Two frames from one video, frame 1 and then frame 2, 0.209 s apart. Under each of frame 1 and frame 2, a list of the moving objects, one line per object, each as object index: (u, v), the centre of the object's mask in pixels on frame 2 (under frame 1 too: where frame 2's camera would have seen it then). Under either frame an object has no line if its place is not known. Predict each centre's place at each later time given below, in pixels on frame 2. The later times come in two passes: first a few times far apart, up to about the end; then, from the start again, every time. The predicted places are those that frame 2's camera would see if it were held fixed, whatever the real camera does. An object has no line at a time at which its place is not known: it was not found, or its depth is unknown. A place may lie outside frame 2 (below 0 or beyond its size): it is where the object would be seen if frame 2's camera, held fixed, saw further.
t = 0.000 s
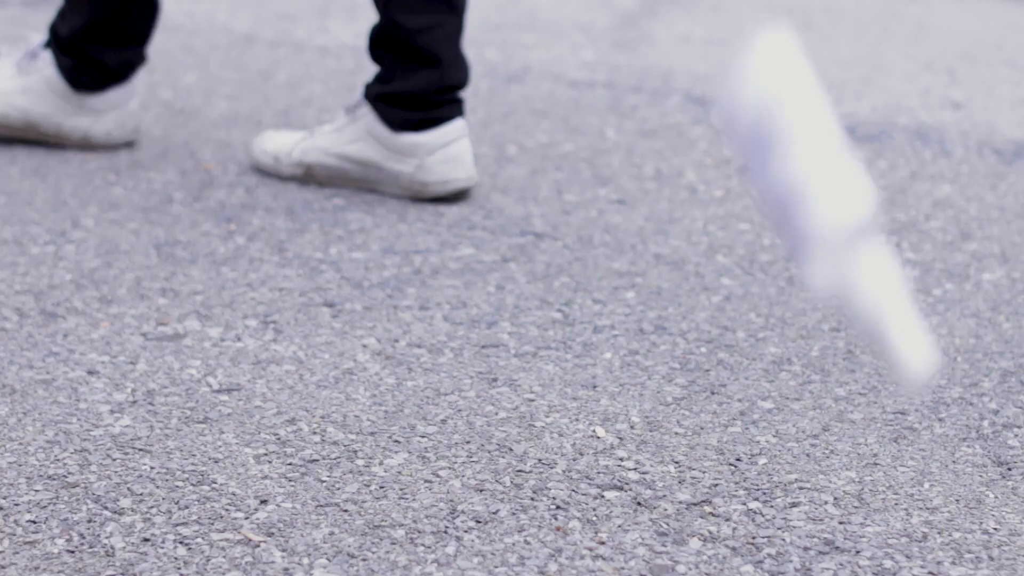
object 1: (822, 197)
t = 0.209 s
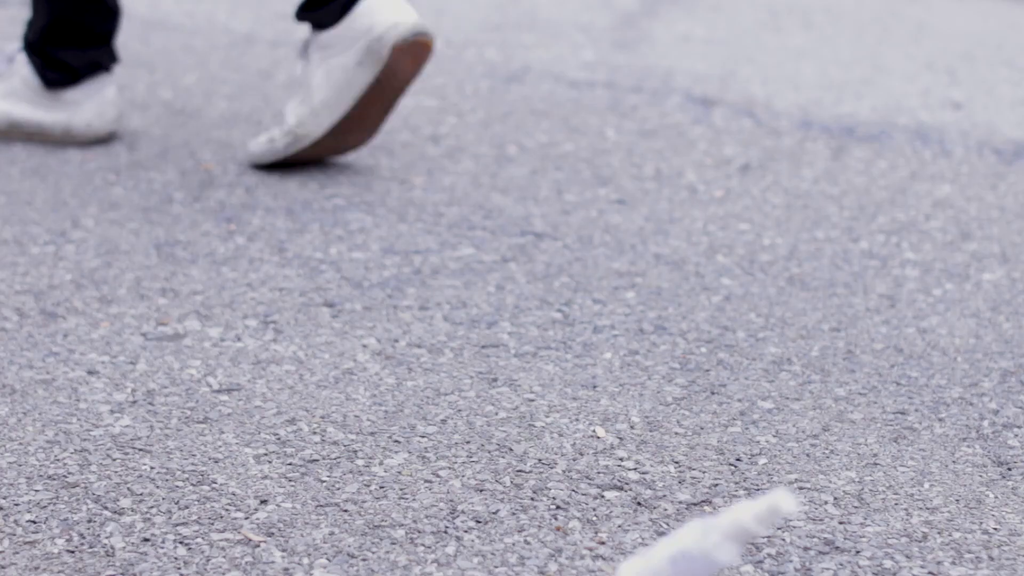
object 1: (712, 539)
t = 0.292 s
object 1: (641, 391)
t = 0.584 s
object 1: (524, 474)
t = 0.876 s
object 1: (561, 434)
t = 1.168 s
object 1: (595, 408)
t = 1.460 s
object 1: (616, 393)
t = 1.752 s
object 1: (628, 384)
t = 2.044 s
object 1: (633, 381)
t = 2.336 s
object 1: (634, 380)
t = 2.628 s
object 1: (634, 381)
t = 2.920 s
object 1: (634, 380)
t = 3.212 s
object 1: (633, 380)
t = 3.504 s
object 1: (634, 380)
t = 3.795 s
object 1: (633, 380)
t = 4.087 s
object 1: (633, 380)
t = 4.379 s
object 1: (634, 380)
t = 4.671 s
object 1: (633, 380)
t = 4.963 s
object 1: (634, 380)
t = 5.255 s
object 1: (634, 380)
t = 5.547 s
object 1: (634, 380)
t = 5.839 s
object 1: (634, 380)
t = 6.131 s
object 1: (634, 380)
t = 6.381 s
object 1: (634, 380)
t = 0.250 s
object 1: (670, 456)
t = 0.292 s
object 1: (641, 391)
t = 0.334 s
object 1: (612, 358)
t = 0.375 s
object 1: (579, 349)
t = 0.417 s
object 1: (546, 363)
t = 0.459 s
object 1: (513, 398)
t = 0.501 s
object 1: (482, 457)
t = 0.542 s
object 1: (521, 454)
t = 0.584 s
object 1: (524, 474)
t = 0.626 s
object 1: (528, 465)
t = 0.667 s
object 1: (531, 461)
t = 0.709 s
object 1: (538, 454)
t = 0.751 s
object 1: (544, 448)
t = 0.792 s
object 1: (550, 442)
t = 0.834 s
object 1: (554, 438)
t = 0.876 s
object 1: (561, 434)
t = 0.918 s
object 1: (567, 429)
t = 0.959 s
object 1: (571, 426)
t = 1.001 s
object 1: (577, 421)
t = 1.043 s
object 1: (581, 418)
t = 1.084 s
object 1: (586, 415)
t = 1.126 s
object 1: (590, 412)
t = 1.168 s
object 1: (595, 408)
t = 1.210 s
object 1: (598, 406)
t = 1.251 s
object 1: (602, 403)
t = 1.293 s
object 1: (606, 400)
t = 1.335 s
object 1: (608, 398)
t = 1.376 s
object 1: (613, 395)
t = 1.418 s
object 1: (614, 394)
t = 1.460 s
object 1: (616, 393)
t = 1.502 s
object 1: (617, 392)
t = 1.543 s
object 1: (617, 391)
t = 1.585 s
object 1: (619, 390)
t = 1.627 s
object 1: (622, 389)
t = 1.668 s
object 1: (623, 387)
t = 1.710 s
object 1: (626, 386)
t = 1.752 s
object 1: (628, 384)
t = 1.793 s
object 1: (631, 383)
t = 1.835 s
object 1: (632, 382)
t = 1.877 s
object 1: (633, 381)
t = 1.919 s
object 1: (634, 380)
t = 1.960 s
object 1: (634, 380)
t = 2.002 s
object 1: (633, 381)
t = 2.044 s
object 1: (633, 381)
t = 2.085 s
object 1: (633, 381)
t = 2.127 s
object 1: (633, 381)
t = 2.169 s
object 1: (633, 381)
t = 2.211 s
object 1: (634, 380)
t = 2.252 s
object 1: (633, 380)
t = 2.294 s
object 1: (634, 381)
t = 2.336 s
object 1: (634, 380)
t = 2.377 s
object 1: (634, 380)
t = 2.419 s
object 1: (634, 380)
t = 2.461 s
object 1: (634, 380)
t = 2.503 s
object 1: (634, 380)
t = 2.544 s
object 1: (634, 380)
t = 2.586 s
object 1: (633, 380)
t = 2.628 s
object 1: (634, 381)
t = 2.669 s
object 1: (634, 380)
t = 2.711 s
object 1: (634, 380)
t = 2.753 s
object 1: (634, 380)
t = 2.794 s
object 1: (633, 380)
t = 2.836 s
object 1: (634, 380)
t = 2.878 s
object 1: (634, 380)
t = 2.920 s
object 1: (634, 380)
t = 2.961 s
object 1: (633, 381)
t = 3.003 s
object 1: (634, 380)
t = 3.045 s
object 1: (634, 380)
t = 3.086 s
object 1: (634, 380)
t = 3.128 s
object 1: (634, 380)
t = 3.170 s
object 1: (634, 380)
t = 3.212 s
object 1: (633, 380)
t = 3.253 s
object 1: (634, 380)
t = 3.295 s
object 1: (633, 380)
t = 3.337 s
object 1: (633, 380)
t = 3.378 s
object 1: (633, 380)
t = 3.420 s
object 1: (633, 380)
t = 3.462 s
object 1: (633, 380)
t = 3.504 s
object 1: (634, 380)
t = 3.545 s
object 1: (633, 380)
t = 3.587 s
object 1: (633, 380)
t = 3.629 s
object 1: (633, 380)
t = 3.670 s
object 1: (633, 380)
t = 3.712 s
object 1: (633, 380)
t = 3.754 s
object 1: (633, 380)
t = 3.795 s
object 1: (633, 380)
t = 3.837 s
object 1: (633, 380)
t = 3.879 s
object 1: (633, 380)
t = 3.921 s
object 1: (633, 380)
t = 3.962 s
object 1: (633, 380)
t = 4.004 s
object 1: (633, 380)
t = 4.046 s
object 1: (633, 380)
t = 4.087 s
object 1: (633, 380)
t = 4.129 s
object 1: (633, 380)
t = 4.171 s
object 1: (633, 380)
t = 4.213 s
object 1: (633, 380)
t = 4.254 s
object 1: (633, 380)
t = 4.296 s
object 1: (633, 380)
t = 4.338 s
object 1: (633, 380)
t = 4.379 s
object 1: (634, 380)
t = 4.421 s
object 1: (634, 380)
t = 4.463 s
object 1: (634, 380)
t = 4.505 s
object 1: (633, 380)
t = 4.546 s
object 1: (633, 380)
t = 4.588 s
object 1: (634, 380)
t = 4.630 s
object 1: (634, 380)
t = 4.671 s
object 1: (633, 380)
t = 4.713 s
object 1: (634, 380)
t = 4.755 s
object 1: (634, 380)
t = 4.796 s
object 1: (634, 380)
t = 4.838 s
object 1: (634, 380)
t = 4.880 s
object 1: (634, 380)
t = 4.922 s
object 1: (634, 380)
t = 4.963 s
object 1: (634, 380)
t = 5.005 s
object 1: (634, 380)
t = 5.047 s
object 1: (634, 380)
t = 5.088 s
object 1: (634, 380)
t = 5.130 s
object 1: (634, 380)
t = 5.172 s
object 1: (634, 380)
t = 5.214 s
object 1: (634, 380)
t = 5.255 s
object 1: (634, 380)
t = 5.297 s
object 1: (634, 380)
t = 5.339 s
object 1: (634, 380)
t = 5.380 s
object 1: (634, 380)
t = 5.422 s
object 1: (634, 380)
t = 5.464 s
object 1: (634, 380)
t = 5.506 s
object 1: (634, 380)
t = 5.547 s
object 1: (634, 380)
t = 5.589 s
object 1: (634, 380)
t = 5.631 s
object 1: (634, 380)
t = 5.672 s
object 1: (634, 380)
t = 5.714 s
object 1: (634, 380)
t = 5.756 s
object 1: (634, 380)
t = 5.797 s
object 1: (634, 380)
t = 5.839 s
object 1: (634, 380)
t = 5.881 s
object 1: (634, 380)
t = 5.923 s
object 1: (634, 380)
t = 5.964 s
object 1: (634, 380)
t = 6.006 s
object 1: (634, 380)
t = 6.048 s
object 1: (634, 380)
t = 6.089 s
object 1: (634, 380)
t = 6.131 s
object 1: (634, 380)
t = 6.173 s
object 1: (634, 380)
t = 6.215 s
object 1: (634, 380)
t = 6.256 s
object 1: (634, 380)
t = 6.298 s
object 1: (634, 380)
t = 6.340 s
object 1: (633, 380)
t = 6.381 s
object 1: (634, 380)
